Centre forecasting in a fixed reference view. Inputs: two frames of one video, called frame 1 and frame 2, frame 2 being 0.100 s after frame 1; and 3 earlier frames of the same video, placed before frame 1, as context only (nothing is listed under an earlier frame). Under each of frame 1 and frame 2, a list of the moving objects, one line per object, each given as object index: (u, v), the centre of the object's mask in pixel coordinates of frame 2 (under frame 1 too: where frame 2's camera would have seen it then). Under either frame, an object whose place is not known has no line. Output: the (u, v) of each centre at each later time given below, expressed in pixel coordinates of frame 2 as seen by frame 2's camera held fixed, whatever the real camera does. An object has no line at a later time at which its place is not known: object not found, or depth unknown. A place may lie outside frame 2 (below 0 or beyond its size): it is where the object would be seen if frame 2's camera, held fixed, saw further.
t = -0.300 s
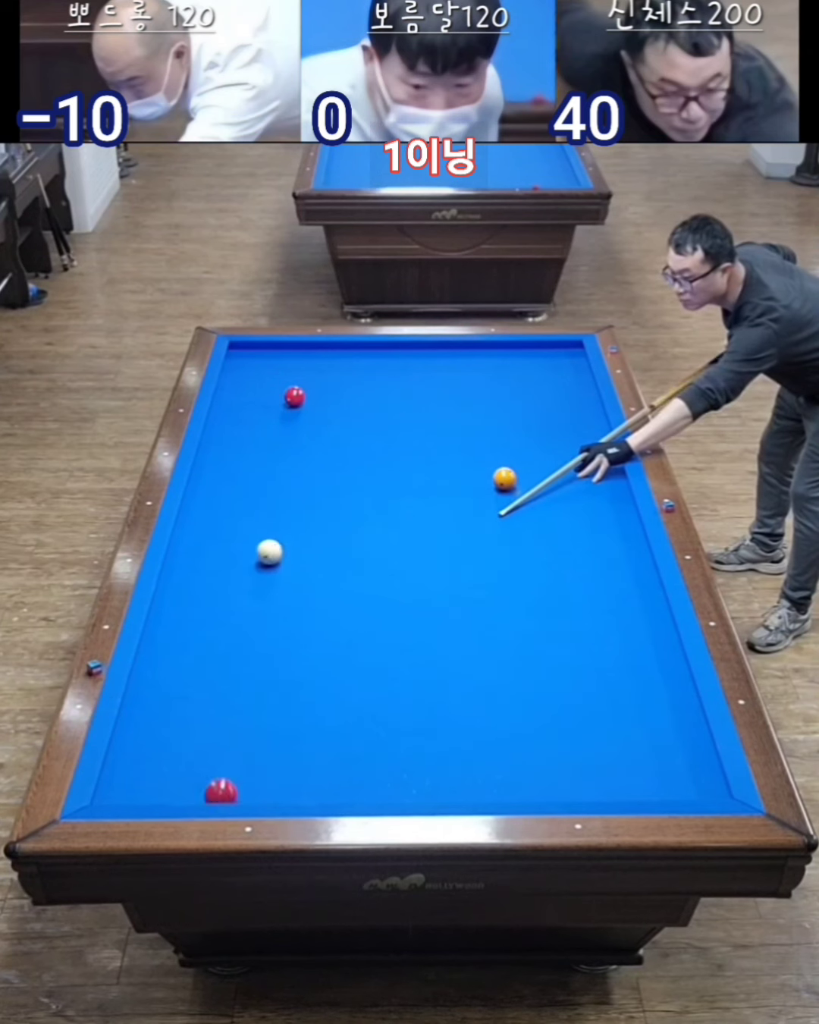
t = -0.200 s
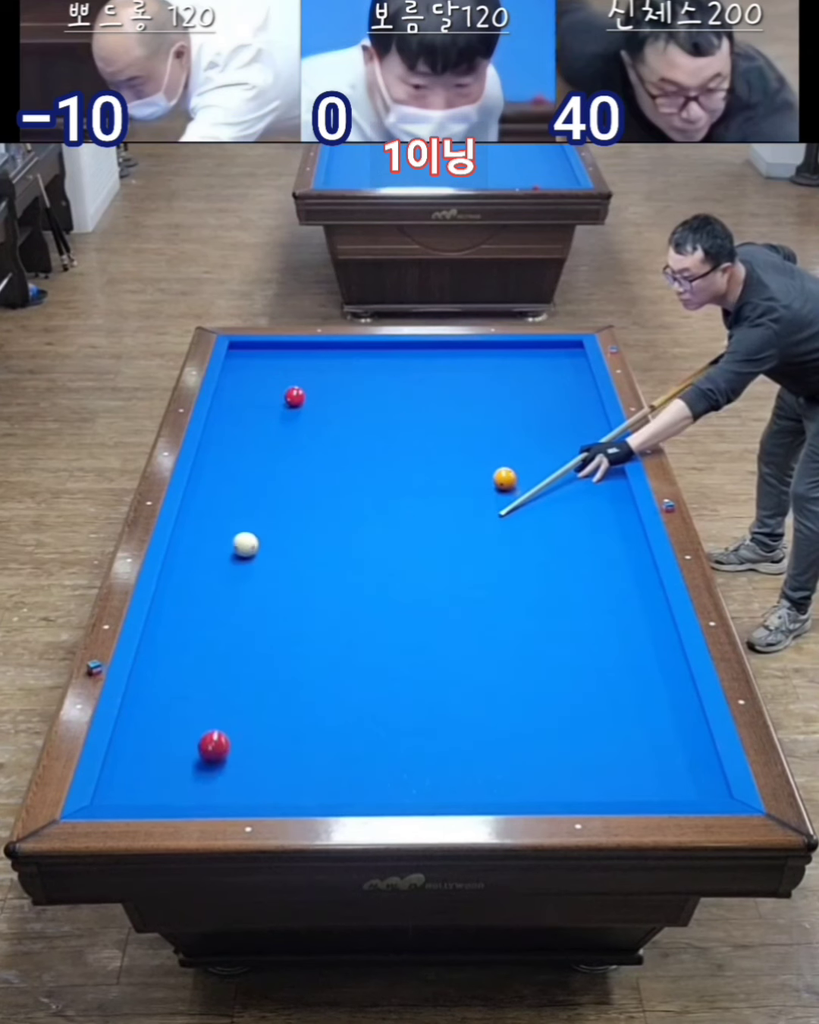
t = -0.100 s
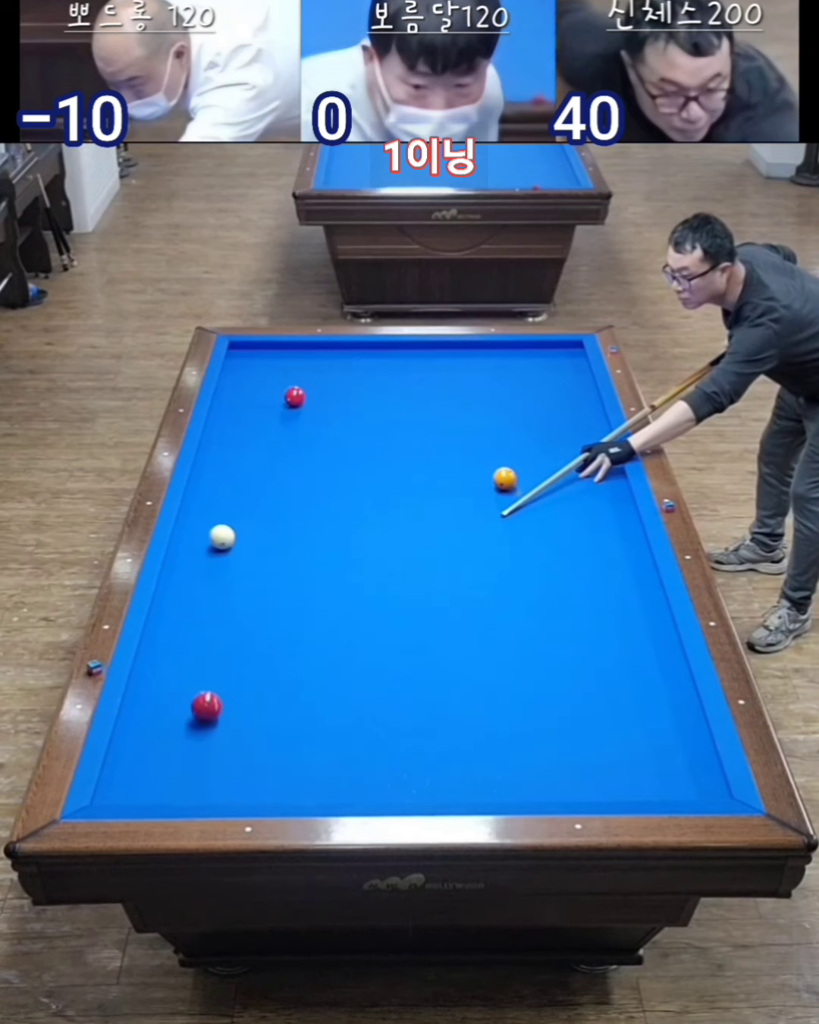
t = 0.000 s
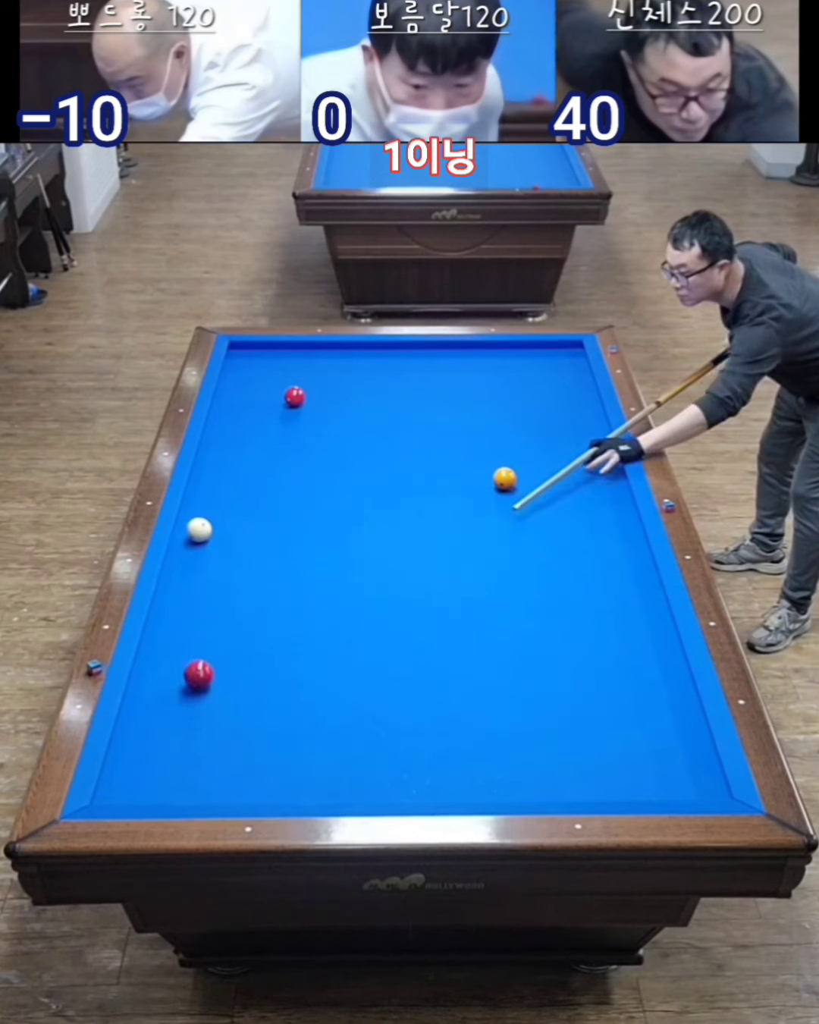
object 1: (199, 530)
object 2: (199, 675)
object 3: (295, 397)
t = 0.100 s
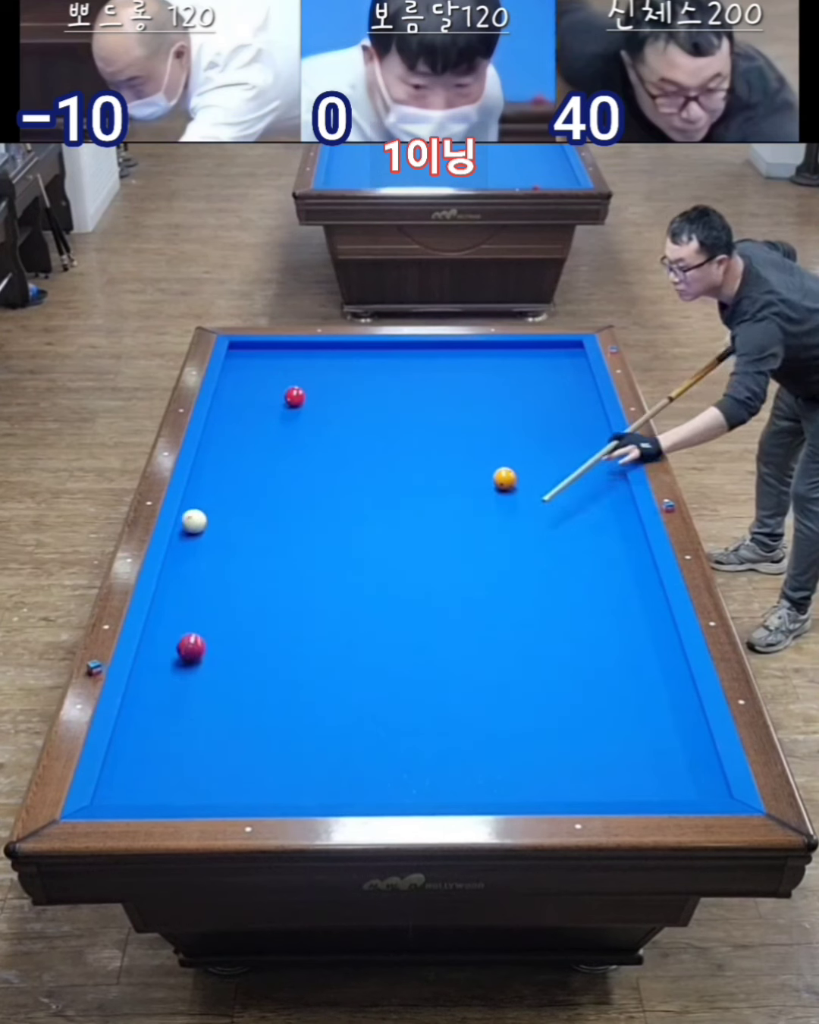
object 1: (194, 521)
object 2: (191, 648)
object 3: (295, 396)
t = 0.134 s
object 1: (201, 518)
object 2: (189, 639)
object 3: (295, 397)
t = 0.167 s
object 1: (206, 514)
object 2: (186, 631)
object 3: (295, 397)
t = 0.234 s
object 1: (215, 508)
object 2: (182, 615)
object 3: (295, 396)
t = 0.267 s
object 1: (220, 504)
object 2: (179, 607)
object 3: (295, 396)
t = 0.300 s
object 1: (224, 501)
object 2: (177, 599)
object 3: (295, 397)
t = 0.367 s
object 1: (233, 495)
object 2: (173, 584)
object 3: (295, 397)
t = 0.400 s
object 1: (238, 492)
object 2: (173, 577)
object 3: (295, 397)
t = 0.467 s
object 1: (246, 486)
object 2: (182, 564)
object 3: (295, 397)
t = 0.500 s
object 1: (250, 483)
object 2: (186, 558)
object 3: (295, 397)
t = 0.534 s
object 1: (254, 480)
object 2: (190, 552)
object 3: (295, 397)
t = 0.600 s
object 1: (262, 474)
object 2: (196, 540)
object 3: (295, 397)
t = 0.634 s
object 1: (266, 471)
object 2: (200, 534)
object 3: (295, 397)
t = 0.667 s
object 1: (271, 468)
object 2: (203, 528)
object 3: (295, 397)
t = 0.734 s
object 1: (278, 463)
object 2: (210, 517)
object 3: (295, 397)
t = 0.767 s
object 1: (282, 460)
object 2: (213, 511)
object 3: (295, 397)
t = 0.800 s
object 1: (285, 457)
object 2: (217, 506)
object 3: (295, 397)
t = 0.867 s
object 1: (293, 452)
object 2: (223, 496)
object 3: (295, 397)
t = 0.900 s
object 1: (297, 449)
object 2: (226, 491)
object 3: (295, 397)
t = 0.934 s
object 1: (300, 447)
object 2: (229, 486)
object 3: (295, 397)
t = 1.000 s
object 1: (308, 441)
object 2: (235, 476)
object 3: (295, 397)
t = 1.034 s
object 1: (311, 439)
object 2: (238, 471)
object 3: (295, 397)
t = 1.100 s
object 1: (318, 434)
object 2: (244, 462)
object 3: (295, 397)
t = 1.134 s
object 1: (322, 432)
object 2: (246, 457)
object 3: (295, 397)
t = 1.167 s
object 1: (325, 429)
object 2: (249, 453)
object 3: (295, 397)
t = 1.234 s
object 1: (332, 424)
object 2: (254, 444)
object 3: (295, 397)
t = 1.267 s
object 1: (335, 422)
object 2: (257, 439)
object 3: (295, 397)
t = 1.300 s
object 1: (338, 420)
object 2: (259, 435)
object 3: (295, 397)
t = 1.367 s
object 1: (344, 415)
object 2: (264, 427)
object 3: (295, 397)
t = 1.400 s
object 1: (348, 413)
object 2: (266, 423)
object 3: (295, 397)
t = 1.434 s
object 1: (351, 411)
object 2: (269, 419)
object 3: (295, 397)
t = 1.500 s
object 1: (357, 406)
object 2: (273, 411)
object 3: (295, 397)
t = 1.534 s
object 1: (360, 404)
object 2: (276, 407)
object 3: (295, 397)
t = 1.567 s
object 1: (363, 402)
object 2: (278, 403)
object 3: (296, 396)
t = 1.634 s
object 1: (369, 398)
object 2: (273, 399)
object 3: (304, 393)
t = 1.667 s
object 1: (372, 396)
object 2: (272, 397)
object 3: (308, 392)
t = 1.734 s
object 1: (378, 392)
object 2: (268, 393)
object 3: (315, 389)
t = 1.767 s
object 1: (381, 390)
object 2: (266, 391)
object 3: (319, 388)
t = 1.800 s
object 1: (384, 388)
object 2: (264, 389)
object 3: (322, 387)
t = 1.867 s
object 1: (389, 384)
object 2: (261, 385)
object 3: (329, 384)
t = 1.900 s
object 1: (392, 382)
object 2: (259, 382)
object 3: (333, 382)
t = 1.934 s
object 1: (395, 380)
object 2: (257, 380)
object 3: (336, 381)
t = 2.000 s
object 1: (400, 376)
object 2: (254, 376)
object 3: (343, 378)
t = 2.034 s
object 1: (403, 374)
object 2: (253, 374)
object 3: (346, 377)
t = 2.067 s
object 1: (406, 372)
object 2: (251, 372)
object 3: (349, 376)
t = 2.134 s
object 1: (411, 369)
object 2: (248, 369)
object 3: (356, 373)
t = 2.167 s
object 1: (413, 367)
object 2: (246, 367)
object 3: (359, 372)
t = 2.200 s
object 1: (416, 365)
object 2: (244, 365)
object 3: (363, 371)
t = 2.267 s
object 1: (421, 361)
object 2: (242, 361)
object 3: (369, 369)
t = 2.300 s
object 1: (424, 360)
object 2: (240, 360)
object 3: (372, 368)
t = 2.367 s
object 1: (428, 356)
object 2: (237, 356)
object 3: (378, 365)
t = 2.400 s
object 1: (431, 354)
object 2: (236, 354)
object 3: (382, 364)
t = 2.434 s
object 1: (433, 353)
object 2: (237, 353)
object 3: (385, 363)
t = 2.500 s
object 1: (438, 349)
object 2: (240, 350)
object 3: (391, 361)
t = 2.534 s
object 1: (440, 348)
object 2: (241, 348)
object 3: (394, 359)
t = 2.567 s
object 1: (443, 346)
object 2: (243, 346)
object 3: (397, 358)
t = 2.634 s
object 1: (449, 346)
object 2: (246, 348)
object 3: (403, 356)
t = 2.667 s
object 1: (452, 347)
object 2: (248, 349)
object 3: (406, 355)
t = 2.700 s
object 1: (456, 348)
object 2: (250, 350)
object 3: (409, 354)
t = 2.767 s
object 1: (463, 349)
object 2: (254, 351)
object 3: (414, 352)
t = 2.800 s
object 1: (466, 350)
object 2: (255, 352)
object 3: (417, 350)
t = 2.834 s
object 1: (470, 351)
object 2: (257, 352)
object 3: (420, 349)
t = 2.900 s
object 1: (477, 352)
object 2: (261, 354)
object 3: (426, 347)
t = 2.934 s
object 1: (480, 353)
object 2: (263, 355)
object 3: (428, 346)
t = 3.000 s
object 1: (487, 355)
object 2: (266, 357)
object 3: (433, 347)
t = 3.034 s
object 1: (491, 355)
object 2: (268, 358)
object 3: (435, 347)
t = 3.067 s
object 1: (494, 356)
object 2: (270, 358)
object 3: (437, 347)
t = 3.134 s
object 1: (501, 358)
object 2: (273, 360)
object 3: (441, 348)
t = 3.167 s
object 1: (505, 359)
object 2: (275, 361)
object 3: (443, 349)
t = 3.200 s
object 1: (508, 359)
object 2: (277, 362)
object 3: (445, 349)
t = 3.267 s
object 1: (515, 361)
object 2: (280, 363)
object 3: (449, 350)
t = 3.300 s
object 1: (519, 362)
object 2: (281, 364)
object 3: (451, 351)
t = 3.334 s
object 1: (522, 362)
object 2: (283, 365)
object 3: (453, 351)
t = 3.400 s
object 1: (529, 364)
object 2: (287, 366)
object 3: (457, 352)
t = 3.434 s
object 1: (532, 365)
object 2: (289, 367)
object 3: (459, 352)
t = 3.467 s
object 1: (536, 366)
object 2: (290, 368)
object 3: (461, 353)
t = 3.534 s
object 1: (543, 367)
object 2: (294, 370)
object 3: (465, 354)
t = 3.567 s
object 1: (546, 368)
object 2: (295, 370)
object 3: (467, 354)
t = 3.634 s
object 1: (553, 369)
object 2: (298, 372)
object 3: (471, 355)
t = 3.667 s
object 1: (556, 370)
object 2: (300, 373)
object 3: (472, 356)
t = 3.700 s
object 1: (560, 371)
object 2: (302, 374)
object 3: (474, 356)
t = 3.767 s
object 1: (567, 372)
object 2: (305, 375)
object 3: (478, 357)
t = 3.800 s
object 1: (570, 373)
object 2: (307, 376)
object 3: (480, 358)
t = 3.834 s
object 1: (573, 374)
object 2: (308, 377)
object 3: (482, 358)
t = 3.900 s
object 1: (580, 375)
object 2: (311, 378)
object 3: (485, 359)
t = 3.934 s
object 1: (583, 376)
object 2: (313, 379)
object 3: (487, 359)
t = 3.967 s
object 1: (583, 377)
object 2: (315, 380)
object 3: (489, 360)
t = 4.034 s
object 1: (580, 378)
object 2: (318, 381)
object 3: (493, 361)
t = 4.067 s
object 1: (579, 379)
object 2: (320, 382)
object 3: (494, 362)
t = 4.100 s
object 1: (578, 380)
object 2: (321, 383)
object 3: (496, 362)
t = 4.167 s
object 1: (575, 382)
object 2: (324, 384)
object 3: (499, 363)
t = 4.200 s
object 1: (573, 383)
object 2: (326, 385)
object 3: (501, 363)
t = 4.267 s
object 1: (571, 384)
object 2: (329, 386)
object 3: (505, 364)
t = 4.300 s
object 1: (569, 385)
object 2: (331, 387)
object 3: (507, 364)
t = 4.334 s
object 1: (568, 386)
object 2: (332, 388)
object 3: (508, 365)
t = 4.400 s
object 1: (565, 388)
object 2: (335, 389)
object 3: (512, 366)
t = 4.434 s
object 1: (564, 389)
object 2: (337, 390)
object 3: (513, 366)
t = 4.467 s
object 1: (562, 390)
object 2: (339, 391)
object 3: (515, 366)
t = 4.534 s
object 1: (559, 391)
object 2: (342, 392)
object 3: (518, 367)
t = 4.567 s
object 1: (558, 392)
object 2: (343, 393)
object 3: (519, 368)
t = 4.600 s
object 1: (557, 393)
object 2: (344, 393)
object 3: (521, 368)
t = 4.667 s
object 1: (554, 395)
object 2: (348, 395)
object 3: (524, 369)
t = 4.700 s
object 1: (553, 396)
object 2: (349, 396)
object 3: (526, 369)
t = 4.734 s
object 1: (551, 396)
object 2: (350, 396)
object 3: (527, 370)
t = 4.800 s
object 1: (549, 398)
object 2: (354, 398)
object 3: (530, 371)
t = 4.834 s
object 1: (547, 399)
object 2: (355, 398)
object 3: (532, 371)
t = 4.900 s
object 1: (544, 400)
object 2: (358, 400)
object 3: (535, 372)
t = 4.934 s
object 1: (543, 401)
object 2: (359, 401)
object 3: (536, 372)
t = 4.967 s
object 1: (542, 402)
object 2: (361, 402)
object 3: (538, 372)
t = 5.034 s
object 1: (539, 403)
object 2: (364, 403)
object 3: (541, 373)
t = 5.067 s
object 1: (538, 404)
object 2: (365, 403)
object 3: (542, 374)
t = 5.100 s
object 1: (537, 405)
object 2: (367, 404)
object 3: (544, 374)
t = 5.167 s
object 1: (534, 407)
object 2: (370, 405)
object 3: (547, 375)
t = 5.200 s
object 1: (533, 407)
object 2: (371, 406)
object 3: (548, 375)
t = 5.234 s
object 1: (531, 408)
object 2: (373, 407)
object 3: (549, 376)
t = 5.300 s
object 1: (529, 410)
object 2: (375, 408)
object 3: (552, 376)
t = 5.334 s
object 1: (528, 411)
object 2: (377, 408)
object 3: (553, 377)
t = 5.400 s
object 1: (525, 412)
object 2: (379, 410)
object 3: (556, 377)
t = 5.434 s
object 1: (524, 413)
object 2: (381, 411)
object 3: (557, 378)
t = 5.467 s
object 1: (522, 414)
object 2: (382, 411)
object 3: (559, 378)
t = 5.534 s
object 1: (520, 415)
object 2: (385, 412)
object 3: (562, 378)
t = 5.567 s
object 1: (518, 416)
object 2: (386, 413)
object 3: (563, 379)
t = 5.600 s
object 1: (517, 416)
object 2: (388, 414)
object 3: (564, 379)
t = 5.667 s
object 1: (514, 418)
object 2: (390, 415)
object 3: (567, 380)
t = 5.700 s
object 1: (513, 418)
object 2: (391, 415)
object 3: (568, 380)
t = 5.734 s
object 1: (512, 419)
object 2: (393, 416)
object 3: (569, 380)
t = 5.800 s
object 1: (509, 421)
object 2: (395, 417)
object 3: (572, 381)
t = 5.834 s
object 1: (508, 421)
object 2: (397, 418)
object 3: (573, 381)
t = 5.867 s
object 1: (507, 422)
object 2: (398, 419)
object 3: (574, 382)
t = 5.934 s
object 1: (504, 423)
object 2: (400, 420)
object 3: (576, 382)
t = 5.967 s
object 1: (503, 424)
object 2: (402, 420)
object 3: (578, 382)
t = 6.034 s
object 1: (500, 425)
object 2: (404, 421)
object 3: (580, 383)
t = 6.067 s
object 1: (499, 426)
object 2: (405, 422)
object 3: (581, 383)
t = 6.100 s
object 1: (498, 427)
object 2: (406, 423)
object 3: (582, 384)
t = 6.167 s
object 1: (495, 428)
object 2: (409, 424)
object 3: (584, 384)
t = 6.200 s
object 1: (494, 429)
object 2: (410, 424)
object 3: (585, 385)
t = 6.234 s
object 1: (493, 429)
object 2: (411, 425)
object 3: (586, 385)
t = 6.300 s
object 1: (491, 431)
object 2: (414, 426)
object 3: (587, 385)
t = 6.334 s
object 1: (489, 431)
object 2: (415, 426)
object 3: (587, 385)
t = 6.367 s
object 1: (488, 432)
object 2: (416, 427)
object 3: (586, 386)
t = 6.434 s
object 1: (486, 433)
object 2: (418, 428)
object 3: (585, 386)
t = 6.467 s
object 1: (485, 434)
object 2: (419, 429)
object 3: (585, 386)
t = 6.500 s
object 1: (484, 434)
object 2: (420, 429)
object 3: (584, 386)
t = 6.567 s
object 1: (481, 436)
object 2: (423, 430)
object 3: (584, 387)
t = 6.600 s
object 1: (480, 436)
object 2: (424, 431)
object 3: (584, 387)
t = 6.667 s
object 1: (478, 437)
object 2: (426, 432)
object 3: (583, 387)
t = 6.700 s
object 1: (477, 438)
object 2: (427, 433)
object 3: (583, 387)
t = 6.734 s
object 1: (476, 439)
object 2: (428, 433)
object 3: (582, 387)
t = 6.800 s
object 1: (473, 440)
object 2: (430, 434)
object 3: (582, 388)
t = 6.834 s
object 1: (473, 440)
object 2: (431, 434)
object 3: (581, 388)
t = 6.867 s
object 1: (471, 441)
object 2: (432, 435)
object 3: (581, 388)
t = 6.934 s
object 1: (469, 442)
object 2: (434, 436)
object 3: (581, 388)
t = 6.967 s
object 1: (468, 443)
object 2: (435, 437)
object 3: (580, 388)
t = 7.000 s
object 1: (467, 443)
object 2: (436, 437)
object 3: (580, 388)
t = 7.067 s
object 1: (465, 444)
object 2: (438, 438)
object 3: (579, 389)
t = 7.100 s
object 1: (464, 445)
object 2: (439, 438)
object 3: (579, 389)
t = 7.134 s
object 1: (463, 445)
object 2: (440, 439)
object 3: (578, 389)
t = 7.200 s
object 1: (462, 447)
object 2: (441, 439)
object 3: (578, 389)
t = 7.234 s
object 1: (460, 447)
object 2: (442, 440)
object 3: (578, 389)
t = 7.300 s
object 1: (459, 448)
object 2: (443, 440)
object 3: (577, 389)
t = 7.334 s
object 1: (458, 449)
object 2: (443, 440)
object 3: (577, 389)
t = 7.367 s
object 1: (457, 449)
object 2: (444, 440)
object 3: (577, 389)
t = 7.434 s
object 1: (455, 451)
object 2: (445, 439)
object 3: (576, 389)
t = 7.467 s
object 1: (455, 451)
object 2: (446, 439)
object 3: (576, 389)
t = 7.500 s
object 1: (454, 452)
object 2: (447, 439)
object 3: (576, 389)
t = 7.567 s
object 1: (453, 453)
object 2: (448, 439)
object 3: (576, 389)
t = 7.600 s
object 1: (452, 454)
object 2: (450, 439)
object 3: (575, 389)
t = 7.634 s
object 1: (452, 454)
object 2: (451, 439)
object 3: (575, 389)
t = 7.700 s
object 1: (450, 456)
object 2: (452, 440)
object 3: (575, 389)
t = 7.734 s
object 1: (450, 456)
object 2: (453, 441)
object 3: (575, 389)
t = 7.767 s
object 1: (449, 457)
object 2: (454, 441)
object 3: (575, 389)
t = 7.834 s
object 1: (448, 458)
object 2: (455, 442)
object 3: (575, 389)
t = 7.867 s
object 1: (448, 459)
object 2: (455, 443)
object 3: (575, 389)
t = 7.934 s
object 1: (446, 460)
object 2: (456, 444)
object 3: (575, 389)
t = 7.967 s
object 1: (446, 460)
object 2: (456, 444)
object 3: (575, 389)
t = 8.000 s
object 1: (445, 461)
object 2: (457, 445)
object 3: (575, 389)
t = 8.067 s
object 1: (444, 462)
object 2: (457, 445)
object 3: (575, 389)
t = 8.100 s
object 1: (444, 463)
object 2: (457, 446)
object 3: (575, 389)
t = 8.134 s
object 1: (443, 463)
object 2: (457, 446)
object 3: (575, 389)
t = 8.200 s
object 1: (442, 464)
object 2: (458, 446)
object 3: (575, 389)
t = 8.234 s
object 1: (442, 465)
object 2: (458, 446)
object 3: (574, 389)
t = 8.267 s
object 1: (441, 465)
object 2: (458, 447)
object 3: (575, 389)
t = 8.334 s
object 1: (440, 466)
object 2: (459, 447)
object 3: (575, 389)
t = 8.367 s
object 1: (440, 467)
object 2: (460, 447)
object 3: (574, 389)
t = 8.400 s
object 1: (439, 467)
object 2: (460, 447)
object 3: (574, 389)
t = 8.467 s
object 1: (438, 468)
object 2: (461, 447)
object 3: (575, 389)
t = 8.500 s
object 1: (437, 469)
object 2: (461, 448)
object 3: (575, 389)
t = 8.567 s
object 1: (436, 469)
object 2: (461, 448)
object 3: (575, 389)
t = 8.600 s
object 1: (436, 470)
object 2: (461, 448)
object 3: (575, 389)
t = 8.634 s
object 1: (435, 470)
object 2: (462, 448)
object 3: (575, 389)
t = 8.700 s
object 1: (434, 471)
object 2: (462, 448)
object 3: (574, 389)
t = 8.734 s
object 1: (434, 472)
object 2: (462, 448)
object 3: (574, 389)
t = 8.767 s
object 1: (434, 472)
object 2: (462, 448)
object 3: (575, 389)
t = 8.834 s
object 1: (433, 473)
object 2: (463, 448)
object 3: (575, 389)
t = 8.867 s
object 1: (432, 473)
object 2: (463, 448)
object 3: (574, 389)
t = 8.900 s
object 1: (432, 473)
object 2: (463, 448)
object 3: (574, 389)
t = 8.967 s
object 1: (431, 474)
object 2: (463, 448)
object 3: (574, 389)
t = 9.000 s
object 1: (430, 475)
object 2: (463, 449)
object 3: (574, 389)
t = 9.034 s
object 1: (430, 475)
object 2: (463, 449)
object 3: (575, 389)
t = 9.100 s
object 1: (429, 476)
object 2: (464, 449)
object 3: (575, 389)
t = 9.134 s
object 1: (429, 476)
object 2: (464, 449)
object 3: (574, 389)
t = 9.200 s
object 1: (428, 477)
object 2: (464, 449)
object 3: (574, 389)
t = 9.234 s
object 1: (428, 477)
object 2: (464, 449)
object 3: (574, 389)
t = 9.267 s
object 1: (427, 477)
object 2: (464, 449)
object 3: (574, 389)
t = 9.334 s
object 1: (427, 478)
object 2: (464, 449)
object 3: (574, 389)
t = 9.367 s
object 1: (426, 478)
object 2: (464, 449)
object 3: (574, 389)
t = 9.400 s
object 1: (426, 478)
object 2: (464, 449)
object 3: (574, 389)
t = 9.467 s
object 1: (425, 479)
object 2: (464, 449)
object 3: (575, 389)
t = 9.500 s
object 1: (425, 479)
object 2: (464, 449)
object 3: (574, 389)
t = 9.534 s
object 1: (425, 480)
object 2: (464, 449)
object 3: (574, 389)
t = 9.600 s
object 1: (424, 480)
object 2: (464, 449)
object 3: (574, 389)
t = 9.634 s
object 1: (424, 480)
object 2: (464, 449)
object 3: (575, 389)
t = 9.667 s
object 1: (423, 480)
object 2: (464, 449)
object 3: (574, 389)
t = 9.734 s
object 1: (423, 481)
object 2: (464, 449)
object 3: (574, 389)
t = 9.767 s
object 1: (423, 481)
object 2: (464, 449)
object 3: (574, 389)
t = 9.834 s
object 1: (422, 482)
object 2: (464, 449)
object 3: (575, 389)
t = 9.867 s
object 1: (422, 482)
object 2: (464, 449)
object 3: (574, 389)
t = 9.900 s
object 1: (422, 482)
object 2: (464, 449)
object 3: (574, 389)
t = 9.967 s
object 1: (422, 482)
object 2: (464, 449)
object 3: (574, 389)
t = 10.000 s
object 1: (422, 483)
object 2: (464, 449)
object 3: (574, 389)
